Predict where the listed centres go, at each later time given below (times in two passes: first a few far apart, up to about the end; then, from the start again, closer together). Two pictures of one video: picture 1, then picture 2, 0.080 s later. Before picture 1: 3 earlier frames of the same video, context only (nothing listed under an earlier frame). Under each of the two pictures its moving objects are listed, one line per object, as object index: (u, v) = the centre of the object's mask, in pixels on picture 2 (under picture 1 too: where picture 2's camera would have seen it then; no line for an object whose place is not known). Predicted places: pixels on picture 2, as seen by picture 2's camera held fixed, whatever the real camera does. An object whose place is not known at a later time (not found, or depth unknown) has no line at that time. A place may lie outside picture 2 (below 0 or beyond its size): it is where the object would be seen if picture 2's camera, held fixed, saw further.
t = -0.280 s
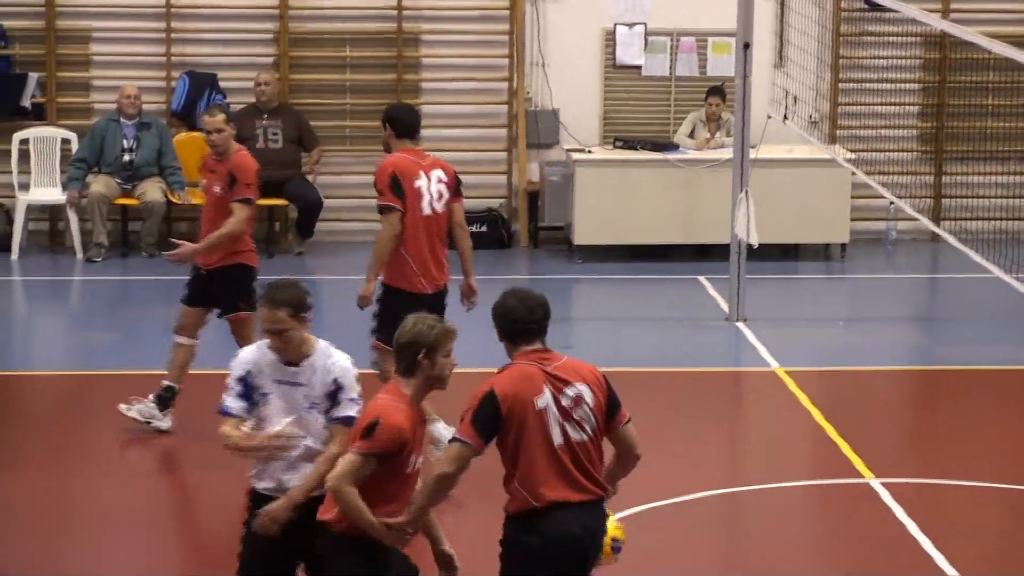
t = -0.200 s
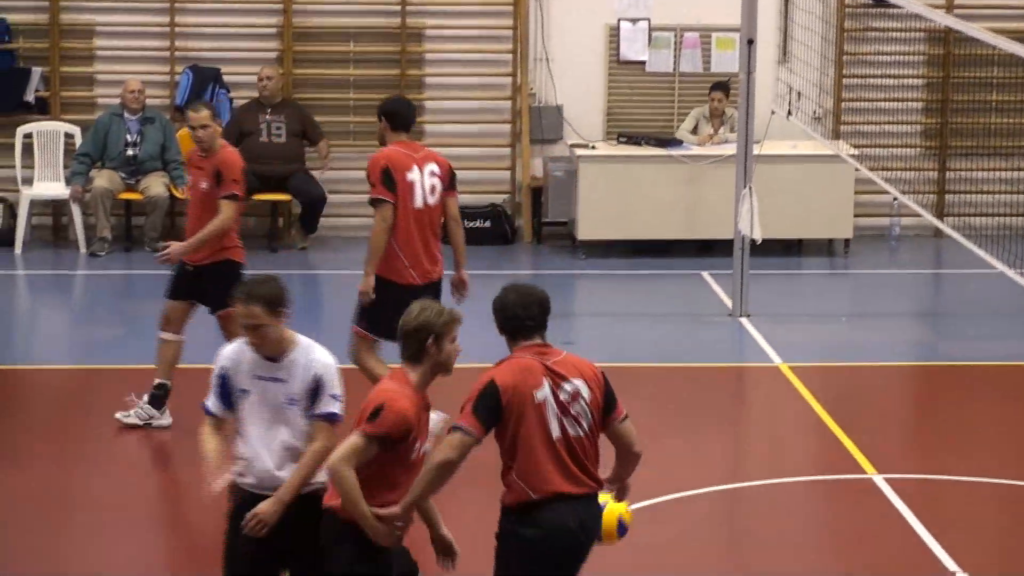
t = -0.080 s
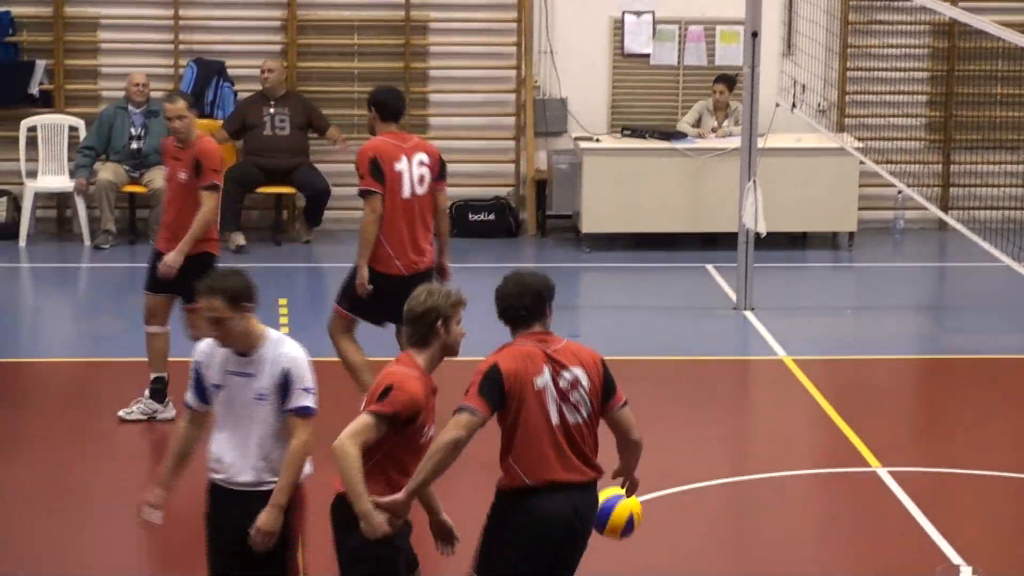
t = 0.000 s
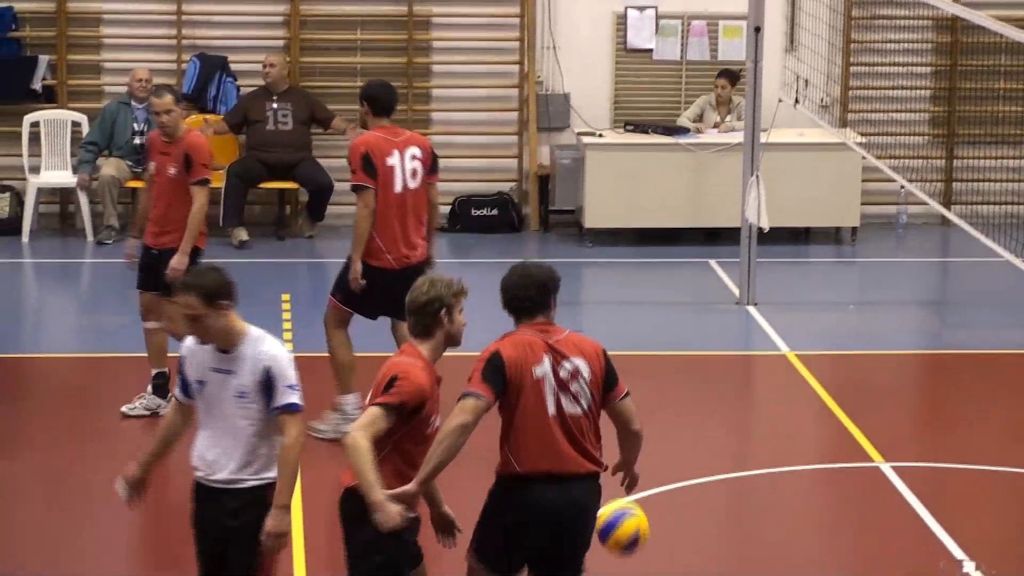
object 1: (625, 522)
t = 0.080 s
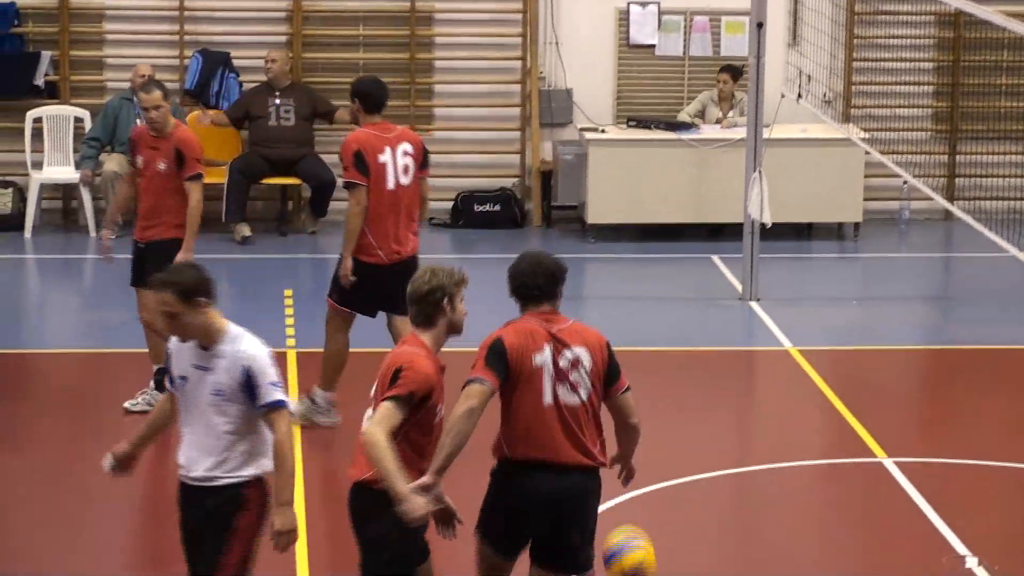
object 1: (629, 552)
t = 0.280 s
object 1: (644, 572)
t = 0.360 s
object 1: (651, 553)
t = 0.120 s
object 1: (630, 565)
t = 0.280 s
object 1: (644, 572)
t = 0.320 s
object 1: (647, 564)
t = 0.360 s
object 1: (651, 553)
